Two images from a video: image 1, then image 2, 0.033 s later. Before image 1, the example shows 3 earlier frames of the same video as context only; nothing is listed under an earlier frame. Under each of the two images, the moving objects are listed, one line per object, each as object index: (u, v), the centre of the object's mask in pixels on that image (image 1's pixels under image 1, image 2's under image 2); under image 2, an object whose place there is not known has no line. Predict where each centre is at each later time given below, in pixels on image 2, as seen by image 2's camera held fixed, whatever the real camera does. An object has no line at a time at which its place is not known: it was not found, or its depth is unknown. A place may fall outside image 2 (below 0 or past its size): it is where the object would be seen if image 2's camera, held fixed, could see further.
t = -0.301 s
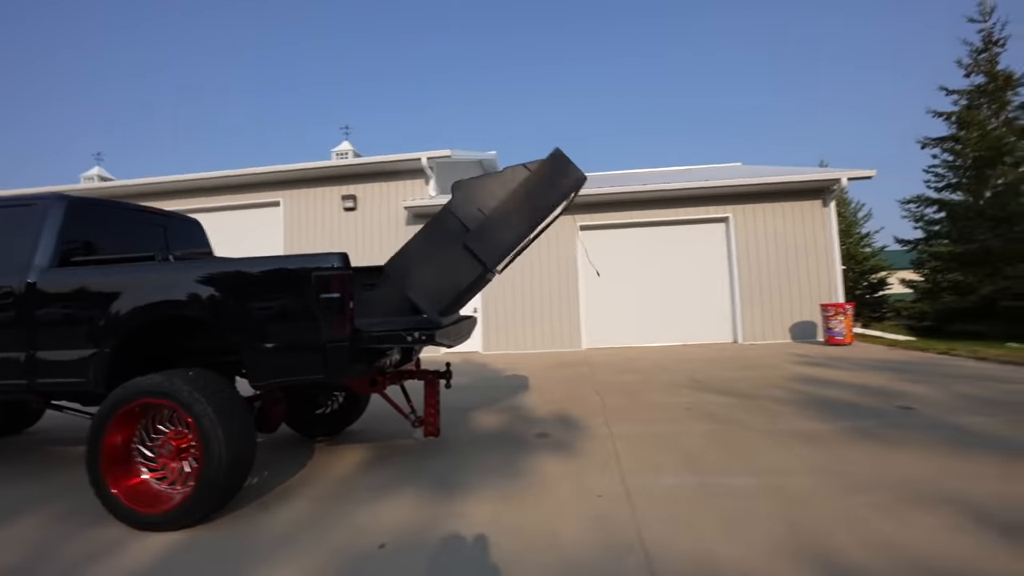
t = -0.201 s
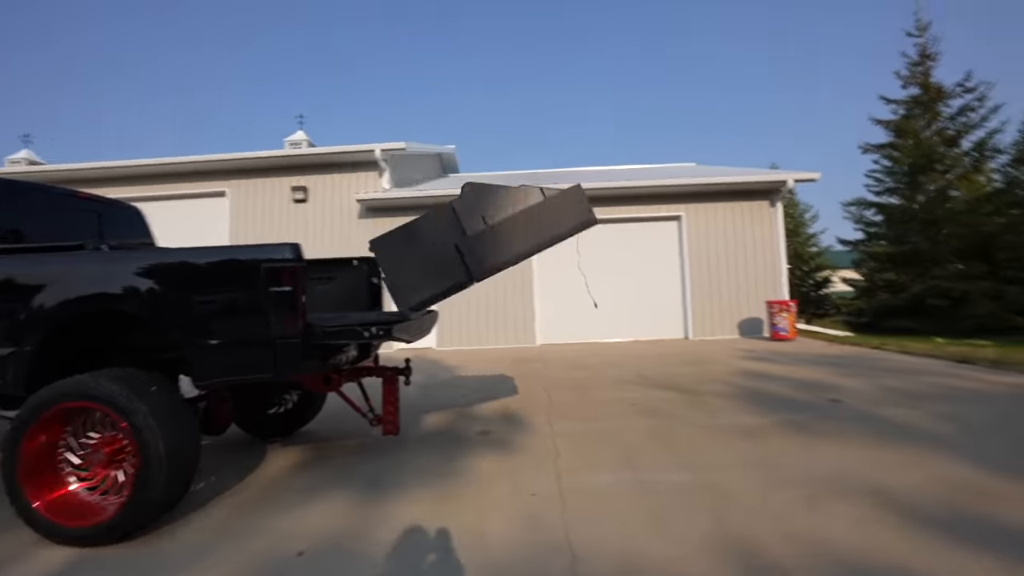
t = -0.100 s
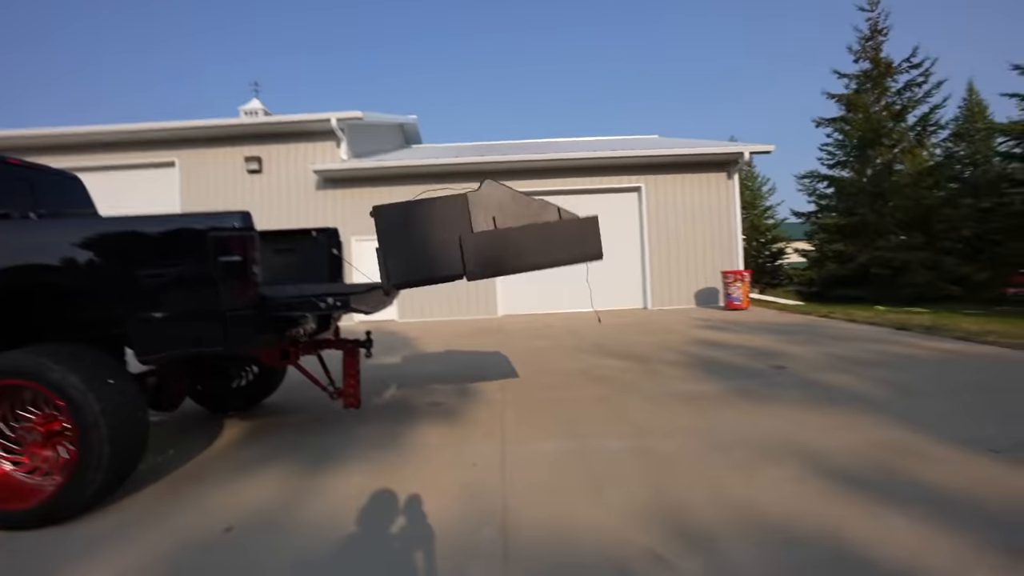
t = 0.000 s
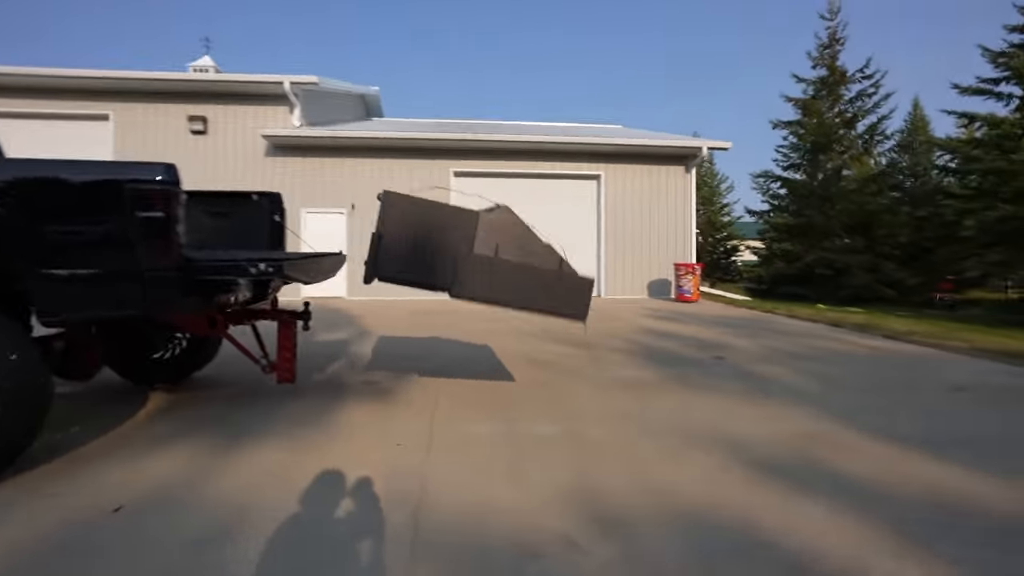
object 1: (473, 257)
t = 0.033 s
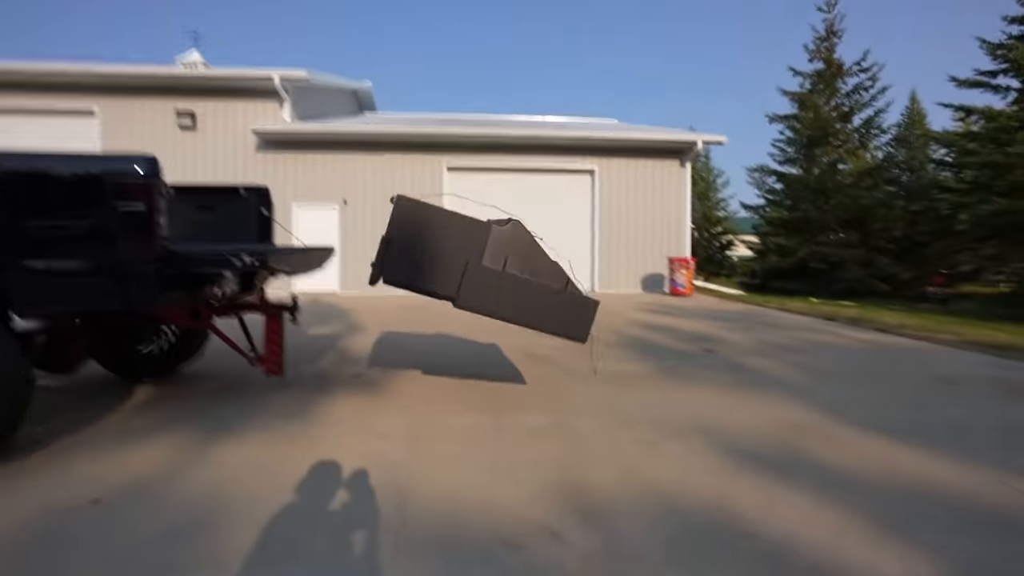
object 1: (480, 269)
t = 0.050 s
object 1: (488, 278)
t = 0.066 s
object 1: (494, 289)
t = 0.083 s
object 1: (501, 299)
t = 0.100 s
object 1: (507, 309)
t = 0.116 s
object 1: (520, 322)
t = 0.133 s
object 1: (529, 334)
